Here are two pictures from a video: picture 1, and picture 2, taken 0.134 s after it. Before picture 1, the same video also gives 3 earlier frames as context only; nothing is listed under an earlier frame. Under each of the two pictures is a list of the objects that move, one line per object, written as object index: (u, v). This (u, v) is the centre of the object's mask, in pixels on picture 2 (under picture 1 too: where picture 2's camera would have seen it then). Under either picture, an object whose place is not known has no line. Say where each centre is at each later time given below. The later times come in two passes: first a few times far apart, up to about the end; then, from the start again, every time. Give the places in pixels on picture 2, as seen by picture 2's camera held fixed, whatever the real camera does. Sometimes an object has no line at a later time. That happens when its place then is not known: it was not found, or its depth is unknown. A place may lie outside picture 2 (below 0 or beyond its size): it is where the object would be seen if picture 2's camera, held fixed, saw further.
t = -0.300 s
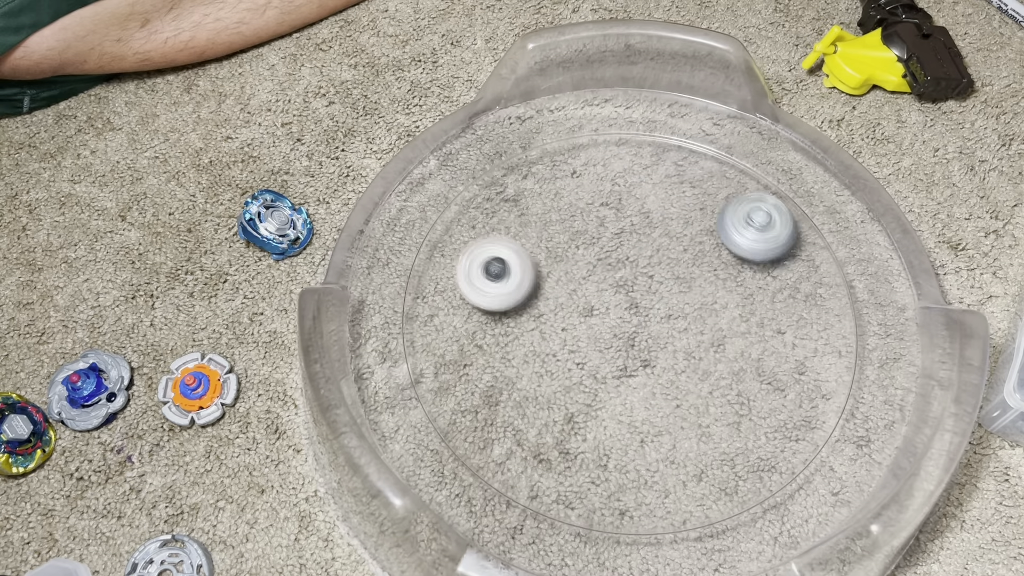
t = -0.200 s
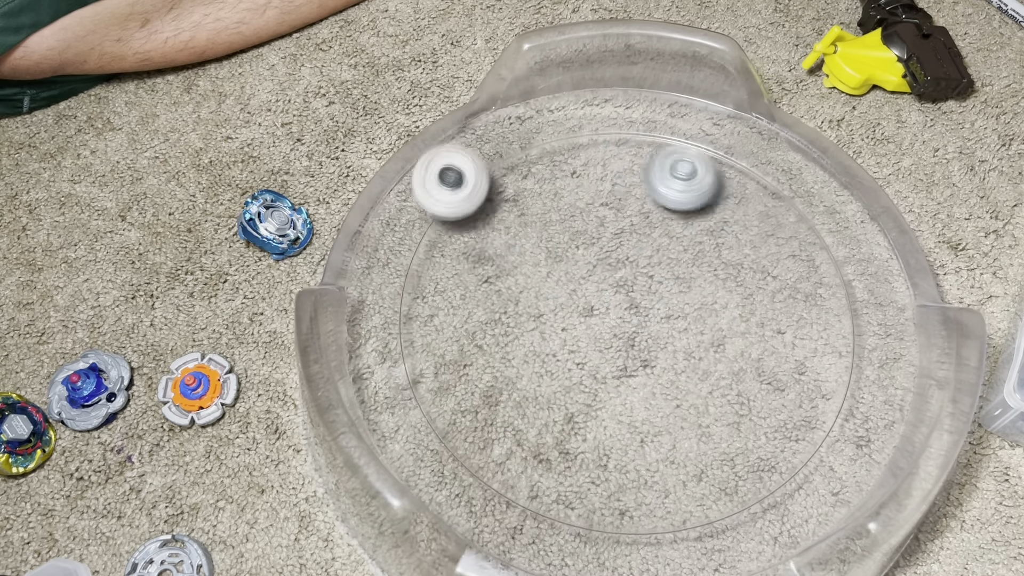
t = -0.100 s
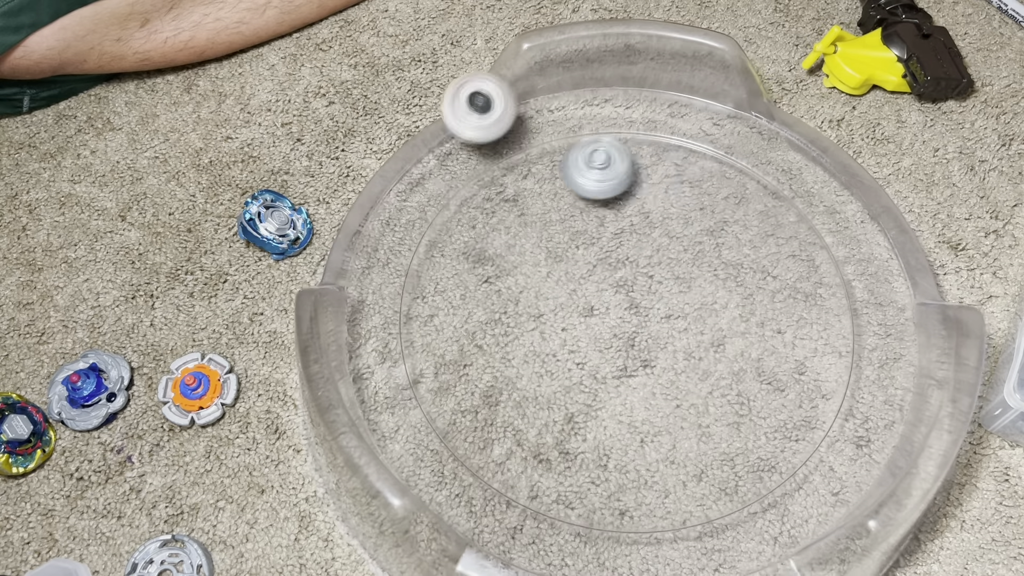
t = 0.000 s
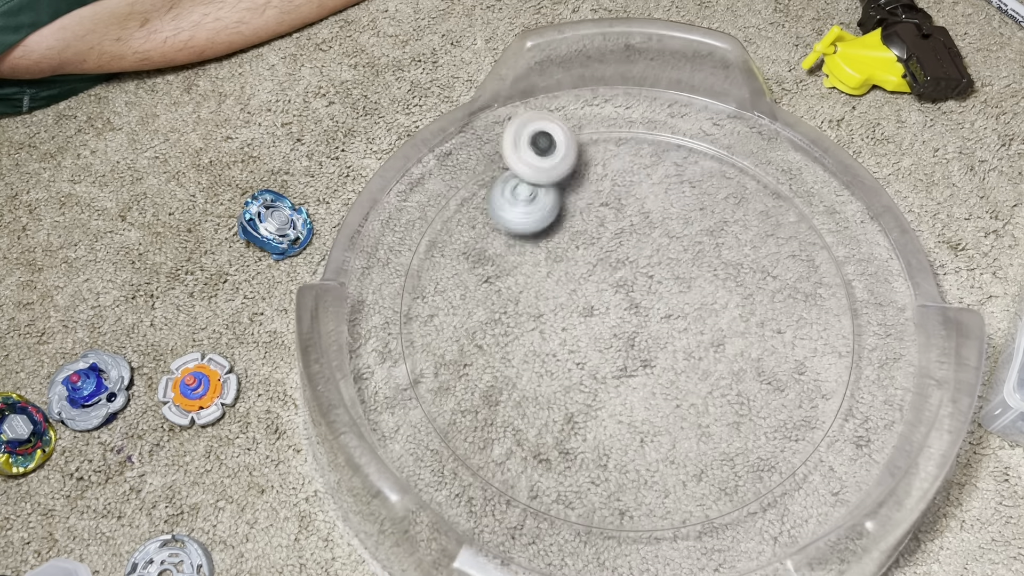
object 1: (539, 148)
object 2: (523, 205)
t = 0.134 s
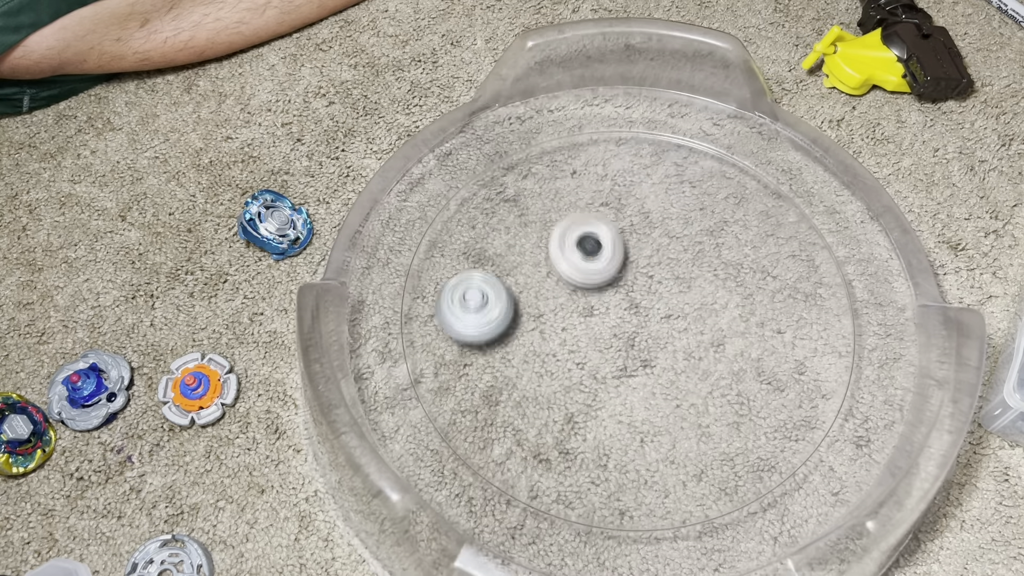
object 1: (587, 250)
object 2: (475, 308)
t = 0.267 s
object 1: (631, 296)
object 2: (441, 460)
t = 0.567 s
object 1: (855, 385)
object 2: (775, 380)
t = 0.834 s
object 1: (589, 511)
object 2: (734, 187)
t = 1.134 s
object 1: (588, 210)
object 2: (607, 135)
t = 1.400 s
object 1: (721, 393)
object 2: (552, 194)
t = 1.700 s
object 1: (489, 271)
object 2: (605, 340)
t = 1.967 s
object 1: (751, 264)
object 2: (739, 341)
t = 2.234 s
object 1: (809, 393)
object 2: (716, 367)
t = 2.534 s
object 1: (601, 409)
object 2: (644, 327)
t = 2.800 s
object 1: (665, 214)
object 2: (658, 338)
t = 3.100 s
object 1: (752, 397)
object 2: (652, 348)
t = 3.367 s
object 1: (501, 312)
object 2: (626, 329)
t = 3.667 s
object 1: (715, 229)
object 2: (606, 337)
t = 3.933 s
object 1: (617, 420)
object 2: (599, 340)
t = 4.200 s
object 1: (535, 240)
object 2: (598, 337)
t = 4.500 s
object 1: (727, 351)
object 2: (600, 327)
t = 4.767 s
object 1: (525, 367)
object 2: (604, 316)
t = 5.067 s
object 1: (681, 242)
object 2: (608, 306)
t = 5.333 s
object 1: (706, 431)
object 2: (615, 301)
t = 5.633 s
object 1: (527, 281)
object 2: (626, 299)
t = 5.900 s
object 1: (734, 240)
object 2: (634, 301)
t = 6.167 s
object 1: (676, 427)
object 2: (642, 305)
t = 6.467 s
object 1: (521, 249)
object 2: (648, 315)
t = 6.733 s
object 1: (723, 235)
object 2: (650, 323)
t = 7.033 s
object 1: (621, 427)
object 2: (648, 331)
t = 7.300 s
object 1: (501, 263)
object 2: (643, 338)
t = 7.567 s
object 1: (703, 239)
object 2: (636, 342)
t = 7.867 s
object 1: (654, 443)
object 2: (627, 343)
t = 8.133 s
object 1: (502, 305)
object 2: (618, 342)
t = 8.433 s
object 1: (711, 237)
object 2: (610, 337)
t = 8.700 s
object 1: (719, 421)
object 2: (606, 331)
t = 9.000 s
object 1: (514, 314)
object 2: (605, 322)
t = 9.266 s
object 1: (662, 202)
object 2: (607, 314)
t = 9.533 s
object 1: (748, 363)
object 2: (611, 308)
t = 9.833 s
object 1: (517, 360)
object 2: (619, 305)
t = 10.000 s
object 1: (522, 244)
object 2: (625, 305)
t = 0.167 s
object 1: (583, 289)
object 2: (477, 336)
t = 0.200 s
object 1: (571, 322)
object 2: (485, 362)
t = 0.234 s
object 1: (581, 322)
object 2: (475, 401)
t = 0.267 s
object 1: (631, 296)
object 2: (441, 460)
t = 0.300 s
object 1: (680, 279)
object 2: (482, 469)
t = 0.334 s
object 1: (727, 273)
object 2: (527, 482)
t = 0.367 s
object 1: (758, 267)
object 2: (574, 492)
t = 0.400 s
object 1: (778, 263)
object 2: (626, 483)
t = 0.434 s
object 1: (795, 268)
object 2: (672, 474)
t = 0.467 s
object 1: (808, 283)
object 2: (711, 456)
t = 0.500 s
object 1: (821, 308)
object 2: (741, 432)
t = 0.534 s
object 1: (837, 344)
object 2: (766, 407)
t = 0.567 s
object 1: (855, 385)
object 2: (775, 380)
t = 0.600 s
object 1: (869, 425)
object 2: (783, 352)
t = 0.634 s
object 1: (840, 457)
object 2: (787, 324)
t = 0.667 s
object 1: (811, 489)
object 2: (788, 296)
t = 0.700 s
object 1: (780, 514)
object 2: (784, 270)
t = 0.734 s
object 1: (735, 527)
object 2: (777, 246)
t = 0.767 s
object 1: (686, 534)
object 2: (765, 223)
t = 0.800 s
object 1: (637, 530)
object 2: (751, 204)
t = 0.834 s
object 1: (589, 511)
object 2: (734, 187)
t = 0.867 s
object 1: (547, 481)
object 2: (717, 172)
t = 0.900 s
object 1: (515, 441)
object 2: (700, 162)
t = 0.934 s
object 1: (493, 394)
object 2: (682, 154)
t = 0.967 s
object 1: (484, 344)
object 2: (664, 150)
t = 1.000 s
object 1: (491, 295)
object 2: (645, 147)
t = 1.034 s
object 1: (512, 252)
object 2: (626, 149)
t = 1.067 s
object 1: (547, 217)
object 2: (607, 154)
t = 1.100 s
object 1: (567, 208)
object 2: (605, 145)
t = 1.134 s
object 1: (588, 210)
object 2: (607, 135)
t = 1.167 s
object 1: (617, 209)
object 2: (604, 132)
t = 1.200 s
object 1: (653, 215)
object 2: (597, 135)
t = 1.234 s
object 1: (686, 228)
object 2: (588, 140)
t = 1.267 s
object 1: (716, 252)
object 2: (581, 147)
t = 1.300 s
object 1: (736, 283)
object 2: (574, 156)
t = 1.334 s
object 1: (745, 319)
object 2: (567, 166)
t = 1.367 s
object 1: (740, 358)
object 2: (560, 179)
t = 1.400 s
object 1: (721, 393)
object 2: (552, 194)
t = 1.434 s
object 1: (690, 421)
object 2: (547, 211)
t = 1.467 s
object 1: (650, 438)
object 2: (544, 230)
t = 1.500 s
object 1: (607, 440)
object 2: (545, 248)
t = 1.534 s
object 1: (563, 429)
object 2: (549, 267)
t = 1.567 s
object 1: (527, 407)
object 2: (555, 285)
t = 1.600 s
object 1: (498, 378)
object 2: (565, 301)
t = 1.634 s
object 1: (482, 343)
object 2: (576, 316)
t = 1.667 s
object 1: (479, 306)
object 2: (590, 329)
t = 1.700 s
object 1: (489, 271)
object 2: (605, 340)
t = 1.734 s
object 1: (509, 241)
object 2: (622, 349)
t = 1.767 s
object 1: (538, 220)
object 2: (640, 354)
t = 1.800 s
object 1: (572, 206)
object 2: (659, 357)
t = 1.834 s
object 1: (613, 202)
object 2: (678, 358)
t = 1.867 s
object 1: (651, 204)
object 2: (697, 356)
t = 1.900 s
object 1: (690, 216)
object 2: (713, 352)
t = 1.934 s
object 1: (726, 239)
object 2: (727, 346)
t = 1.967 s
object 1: (751, 264)
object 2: (739, 341)
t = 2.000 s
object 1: (775, 273)
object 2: (746, 349)
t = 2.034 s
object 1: (795, 287)
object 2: (747, 355)
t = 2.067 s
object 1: (811, 302)
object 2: (747, 358)
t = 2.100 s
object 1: (833, 315)
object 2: (740, 361)
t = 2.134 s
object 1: (856, 329)
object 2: (728, 367)
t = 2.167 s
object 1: (842, 352)
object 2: (721, 367)
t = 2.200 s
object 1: (824, 378)
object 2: (718, 368)
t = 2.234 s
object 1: (809, 393)
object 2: (716, 367)
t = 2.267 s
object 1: (788, 403)
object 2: (714, 364)
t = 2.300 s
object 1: (773, 417)
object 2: (708, 355)
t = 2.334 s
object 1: (770, 447)
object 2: (689, 341)
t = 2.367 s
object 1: (753, 469)
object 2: (676, 328)
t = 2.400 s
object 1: (727, 478)
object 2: (667, 320)
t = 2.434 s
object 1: (694, 477)
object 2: (659, 317)
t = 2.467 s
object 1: (659, 465)
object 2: (653, 317)
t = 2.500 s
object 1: (626, 441)
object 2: (648, 321)
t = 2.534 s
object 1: (601, 409)
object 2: (644, 327)
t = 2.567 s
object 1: (587, 374)
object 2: (644, 333)
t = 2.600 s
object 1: (573, 350)
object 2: (651, 331)
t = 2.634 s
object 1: (566, 323)
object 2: (657, 328)
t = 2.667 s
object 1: (569, 294)
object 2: (660, 329)
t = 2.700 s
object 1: (583, 265)
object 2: (661, 331)
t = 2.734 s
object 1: (605, 242)
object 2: (661, 334)
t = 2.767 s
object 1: (633, 225)
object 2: (659, 336)
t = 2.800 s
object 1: (665, 214)
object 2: (658, 338)
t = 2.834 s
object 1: (700, 210)
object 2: (657, 340)
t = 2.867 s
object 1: (735, 216)
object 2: (656, 341)
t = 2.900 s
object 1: (768, 230)
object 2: (655, 342)
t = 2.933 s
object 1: (792, 254)
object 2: (655, 343)
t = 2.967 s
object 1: (808, 282)
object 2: (655, 345)
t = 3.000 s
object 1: (813, 313)
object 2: (654, 347)
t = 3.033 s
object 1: (804, 345)
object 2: (653, 347)
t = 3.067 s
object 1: (783, 375)
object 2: (652, 347)
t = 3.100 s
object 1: (752, 397)
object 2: (652, 348)
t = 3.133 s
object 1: (711, 409)
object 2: (650, 349)
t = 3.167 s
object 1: (669, 411)
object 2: (647, 346)
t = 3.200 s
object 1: (632, 416)
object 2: (644, 338)
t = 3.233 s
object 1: (596, 412)
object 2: (639, 331)
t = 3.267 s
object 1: (562, 397)
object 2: (635, 328)
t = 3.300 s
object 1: (533, 373)
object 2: (632, 327)
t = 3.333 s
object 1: (511, 344)
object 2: (629, 328)
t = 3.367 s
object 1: (501, 312)
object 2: (626, 329)
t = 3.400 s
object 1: (502, 279)
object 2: (623, 330)
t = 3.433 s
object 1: (512, 249)
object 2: (620, 331)
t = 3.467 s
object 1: (531, 224)
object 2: (618, 332)
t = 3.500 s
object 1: (557, 205)
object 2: (615, 333)
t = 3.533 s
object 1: (588, 193)
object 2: (612, 334)
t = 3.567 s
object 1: (621, 189)
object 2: (610, 335)
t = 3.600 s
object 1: (655, 195)
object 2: (609, 336)
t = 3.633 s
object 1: (687, 207)
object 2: (607, 336)
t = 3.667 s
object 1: (715, 229)
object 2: (606, 337)
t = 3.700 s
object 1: (735, 255)
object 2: (604, 338)
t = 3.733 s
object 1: (746, 287)
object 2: (603, 338)
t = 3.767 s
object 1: (748, 319)
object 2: (602, 339)
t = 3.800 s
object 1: (739, 352)
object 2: (602, 339)
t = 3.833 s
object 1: (719, 380)
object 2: (601, 340)
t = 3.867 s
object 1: (690, 403)
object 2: (600, 340)
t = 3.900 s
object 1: (655, 417)
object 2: (600, 340)
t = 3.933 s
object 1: (617, 420)
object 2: (599, 340)
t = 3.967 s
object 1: (580, 414)
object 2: (599, 340)
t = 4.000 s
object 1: (546, 398)
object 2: (599, 340)
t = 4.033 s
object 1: (519, 375)
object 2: (599, 340)
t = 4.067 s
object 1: (502, 347)
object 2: (598, 339)
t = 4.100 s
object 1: (495, 316)
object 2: (598, 339)
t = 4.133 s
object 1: (499, 286)
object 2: (598, 338)
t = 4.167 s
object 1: (513, 261)
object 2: (598, 338)
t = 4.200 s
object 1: (535, 240)
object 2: (598, 337)
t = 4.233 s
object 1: (560, 226)
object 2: (598, 336)
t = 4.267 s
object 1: (590, 219)
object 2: (598, 335)
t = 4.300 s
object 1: (621, 219)
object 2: (598, 334)
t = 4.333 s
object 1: (653, 226)
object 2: (599, 333)
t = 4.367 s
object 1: (682, 243)
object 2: (599, 332)
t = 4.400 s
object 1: (705, 264)
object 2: (599, 330)
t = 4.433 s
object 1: (722, 291)
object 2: (600, 329)
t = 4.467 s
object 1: (729, 321)
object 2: (600, 328)
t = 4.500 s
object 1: (727, 351)
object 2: (600, 327)
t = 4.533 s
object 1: (715, 379)
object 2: (601, 325)
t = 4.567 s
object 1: (693, 403)
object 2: (601, 324)
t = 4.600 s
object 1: (665, 418)
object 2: (602, 322)
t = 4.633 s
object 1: (632, 426)
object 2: (602, 321)
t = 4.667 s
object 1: (599, 423)
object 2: (603, 320)
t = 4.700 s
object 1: (568, 411)
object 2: (603, 318)
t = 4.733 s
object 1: (542, 391)
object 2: (604, 317)
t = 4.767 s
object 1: (525, 367)
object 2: (604, 316)
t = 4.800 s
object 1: (517, 340)
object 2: (604, 315)
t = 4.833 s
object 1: (518, 314)
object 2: (605, 313)
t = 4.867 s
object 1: (526, 288)
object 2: (605, 312)
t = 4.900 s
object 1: (542, 266)
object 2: (606, 311)
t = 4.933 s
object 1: (564, 248)
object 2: (606, 309)
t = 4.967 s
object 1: (591, 238)
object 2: (606, 308)
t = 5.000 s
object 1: (621, 232)
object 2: (607, 307)
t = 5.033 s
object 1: (652, 234)
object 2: (607, 307)
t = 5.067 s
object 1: (681, 242)
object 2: (608, 306)
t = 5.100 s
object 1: (709, 257)
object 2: (609, 305)
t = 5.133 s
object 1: (732, 277)
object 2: (610, 304)
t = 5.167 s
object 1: (749, 301)
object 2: (610, 303)
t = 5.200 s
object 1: (759, 329)
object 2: (611, 303)
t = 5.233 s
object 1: (760, 359)
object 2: (612, 302)
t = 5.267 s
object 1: (752, 387)
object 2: (613, 301)
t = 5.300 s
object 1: (733, 412)
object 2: (614, 301)
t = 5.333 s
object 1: (706, 431)
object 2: (615, 301)
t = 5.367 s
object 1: (673, 443)
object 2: (616, 300)
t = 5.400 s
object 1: (637, 444)
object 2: (617, 300)
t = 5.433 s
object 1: (600, 436)
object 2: (619, 300)
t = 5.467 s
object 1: (569, 419)
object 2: (620, 300)
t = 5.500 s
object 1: (543, 395)
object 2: (621, 299)
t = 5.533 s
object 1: (527, 366)
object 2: (622, 299)
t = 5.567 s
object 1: (519, 337)
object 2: (624, 299)
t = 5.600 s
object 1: (519, 308)
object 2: (625, 299)
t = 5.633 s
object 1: (527, 281)
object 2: (626, 299)
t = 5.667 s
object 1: (542, 256)
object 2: (627, 299)
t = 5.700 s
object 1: (563, 236)
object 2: (628, 299)
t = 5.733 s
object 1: (588, 221)
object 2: (629, 299)
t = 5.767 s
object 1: (617, 211)
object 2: (630, 300)
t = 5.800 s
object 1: (647, 208)
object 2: (631, 300)
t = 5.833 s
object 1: (678, 212)
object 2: (632, 300)
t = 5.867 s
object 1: (708, 223)
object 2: (633, 300)
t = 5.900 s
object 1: (734, 240)
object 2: (634, 301)
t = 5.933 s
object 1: (754, 261)
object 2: (636, 301)
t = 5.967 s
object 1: (769, 288)
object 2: (637, 301)
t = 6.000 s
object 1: (775, 317)
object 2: (638, 302)
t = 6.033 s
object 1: (772, 347)
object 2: (639, 302)
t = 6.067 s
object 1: (759, 375)
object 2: (639, 303)
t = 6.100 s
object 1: (738, 399)
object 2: (640, 304)
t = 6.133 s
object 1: (709, 417)
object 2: (641, 305)
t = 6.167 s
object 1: (676, 427)
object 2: (642, 305)
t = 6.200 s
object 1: (640, 430)
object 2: (643, 306)
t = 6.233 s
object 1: (604, 422)
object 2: (644, 308)
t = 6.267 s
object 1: (572, 407)
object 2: (645, 308)
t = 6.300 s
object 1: (545, 386)
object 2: (645, 309)
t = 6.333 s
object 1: (525, 359)
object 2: (646, 310)
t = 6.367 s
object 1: (513, 332)
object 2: (646, 311)
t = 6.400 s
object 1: (508, 303)
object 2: (647, 312)
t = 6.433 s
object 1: (511, 276)
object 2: (648, 313)
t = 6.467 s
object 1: (521, 249)
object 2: (648, 315)
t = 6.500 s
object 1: (538, 228)
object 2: (649, 316)
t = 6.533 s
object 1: (560, 210)
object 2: (649, 317)
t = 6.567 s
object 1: (587, 197)
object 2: (649, 318)
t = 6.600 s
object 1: (617, 192)
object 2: (650, 318)
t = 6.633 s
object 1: (645, 193)
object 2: (650, 320)
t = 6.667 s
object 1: (674, 200)
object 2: (650, 321)
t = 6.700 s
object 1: (701, 216)
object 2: (650, 321)
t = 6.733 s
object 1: (723, 235)
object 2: (650, 323)
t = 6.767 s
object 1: (740, 259)
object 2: (650, 323)
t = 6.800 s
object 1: (751, 286)
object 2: (650, 324)
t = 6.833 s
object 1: (754, 316)
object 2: (650, 325)
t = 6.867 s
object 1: (749, 345)
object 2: (650, 326)
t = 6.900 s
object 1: (735, 372)
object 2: (650, 327)
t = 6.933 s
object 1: (715, 395)
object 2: (649, 328)
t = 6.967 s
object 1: (687, 414)
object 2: (649, 329)
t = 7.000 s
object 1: (655, 423)
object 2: (649, 330)
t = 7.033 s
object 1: (621, 427)
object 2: (648, 331)
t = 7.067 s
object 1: (587, 422)
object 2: (648, 332)
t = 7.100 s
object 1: (556, 409)
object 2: (647, 333)
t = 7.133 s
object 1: (530, 390)
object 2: (647, 334)
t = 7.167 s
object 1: (509, 368)
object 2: (646, 334)
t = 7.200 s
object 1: (496, 342)
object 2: (646, 335)
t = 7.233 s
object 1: (490, 315)
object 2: (645, 336)
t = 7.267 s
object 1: (492, 288)
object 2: (644, 337)
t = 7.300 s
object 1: (501, 263)
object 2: (643, 338)
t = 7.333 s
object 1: (517, 241)
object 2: (643, 338)
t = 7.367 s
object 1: (538, 224)
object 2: (642, 339)
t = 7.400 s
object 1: (564, 212)
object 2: (641, 340)
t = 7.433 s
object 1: (593, 205)
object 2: (640, 340)
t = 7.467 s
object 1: (623, 205)
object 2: (639, 341)
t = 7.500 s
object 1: (651, 211)
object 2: (638, 341)
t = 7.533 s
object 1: (678, 223)
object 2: (637, 342)
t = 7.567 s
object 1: (703, 239)
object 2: (636, 342)
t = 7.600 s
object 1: (724, 260)
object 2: (635, 343)
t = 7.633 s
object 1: (739, 285)
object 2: (634, 343)
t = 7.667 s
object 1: (749, 312)
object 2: (633, 343)
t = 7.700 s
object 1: (751, 341)
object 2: (632, 343)
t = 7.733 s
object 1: (745, 369)
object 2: (631, 343)
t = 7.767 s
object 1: (732, 395)
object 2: (630, 343)
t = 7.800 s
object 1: (712, 417)
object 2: (629, 344)
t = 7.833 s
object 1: (685, 434)
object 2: (628, 344)
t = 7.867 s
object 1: (654, 443)
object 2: (627, 343)
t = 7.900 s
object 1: (621, 446)
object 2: (626, 343)
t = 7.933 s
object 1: (589, 440)
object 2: (624, 343)
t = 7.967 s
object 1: (560, 427)
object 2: (623, 343)
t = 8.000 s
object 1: (535, 408)
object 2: (622, 343)
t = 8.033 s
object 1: (516, 385)
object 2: (621, 343)
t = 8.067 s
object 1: (503, 359)
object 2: (620, 343)
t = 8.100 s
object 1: (499, 333)
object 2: (619, 342)
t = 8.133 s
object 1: (502, 305)
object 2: (618, 342)
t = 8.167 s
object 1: (511, 281)
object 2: (617, 342)
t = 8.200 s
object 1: (527, 259)
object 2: (616, 341)
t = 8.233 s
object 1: (548, 242)
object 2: (615, 341)
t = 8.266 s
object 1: (572, 228)
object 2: (614, 340)
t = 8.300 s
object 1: (600, 219)
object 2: (614, 340)
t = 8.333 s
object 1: (628, 216)
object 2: (613, 339)
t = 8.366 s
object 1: (657, 218)
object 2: (612, 338)
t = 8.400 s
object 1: (685, 225)
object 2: (611, 338)
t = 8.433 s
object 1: (711, 237)
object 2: (610, 337)
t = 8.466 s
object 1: (733, 254)
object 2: (609, 336)
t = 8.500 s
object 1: (752, 276)
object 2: (608, 336)
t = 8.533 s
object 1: (765, 301)
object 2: (608, 335)
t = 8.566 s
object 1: (771, 326)
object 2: (608, 334)
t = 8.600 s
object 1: (770, 354)
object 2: (607, 333)
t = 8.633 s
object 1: (760, 380)
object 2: (607, 332)
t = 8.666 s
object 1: (742, 403)
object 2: (606, 331)
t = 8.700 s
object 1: (719, 421)
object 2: (606, 331)
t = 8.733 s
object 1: (690, 433)
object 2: (606, 330)
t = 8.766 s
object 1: (658, 439)
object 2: (605, 329)
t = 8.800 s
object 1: (625, 436)
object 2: (605, 328)
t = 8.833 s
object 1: (594, 426)
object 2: (605, 327)
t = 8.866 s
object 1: (567, 410)
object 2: (605, 326)
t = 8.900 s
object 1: (544, 390)
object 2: (605, 325)
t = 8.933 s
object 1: (527, 366)
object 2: (605, 324)
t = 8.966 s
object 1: (517, 341)
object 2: (605, 323)
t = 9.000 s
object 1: (514, 314)
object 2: (605, 322)
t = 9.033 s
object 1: (517, 288)
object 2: (605, 321)
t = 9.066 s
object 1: (526, 264)
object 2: (605, 320)
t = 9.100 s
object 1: (541, 243)
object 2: (605, 319)
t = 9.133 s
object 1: (559, 225)
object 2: (605, 318)
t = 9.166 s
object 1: (583, 213)
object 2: (606, 317)
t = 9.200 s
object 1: (608, 204)
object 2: (606, 316)
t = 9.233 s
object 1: (634, 201)
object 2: (606, 315)
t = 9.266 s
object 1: (662, 202)
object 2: (607, 314)
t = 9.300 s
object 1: (688, 209)
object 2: (607, 313)
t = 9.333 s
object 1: (712, 222)
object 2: (607, 312)
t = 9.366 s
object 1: (733, 239)
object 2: (608, 311)
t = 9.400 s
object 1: (748, 261)
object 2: (608, 310)
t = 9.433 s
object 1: (759, 285)
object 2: (609, 310)
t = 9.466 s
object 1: (762, 311)
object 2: (610, 309)
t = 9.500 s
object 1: (758, 337)
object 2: (610, 309)
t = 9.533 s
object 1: (748, 363)
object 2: (611, 308)
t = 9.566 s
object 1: (730, 385)
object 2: (611, 307)
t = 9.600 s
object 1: (707, 401)
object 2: (612, 307)
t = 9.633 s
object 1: (678, 415)
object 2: (613, 307)
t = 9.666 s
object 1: (647, 420)
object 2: (614, 306)
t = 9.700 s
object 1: (616, 418)
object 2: (615, 306)
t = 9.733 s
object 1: (586, 412)
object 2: (616, 306)
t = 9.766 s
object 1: (558, 399)
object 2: (617, 305)
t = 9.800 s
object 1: (535, 381)
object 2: (618, 305)
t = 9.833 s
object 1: (517, 360)
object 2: (619, 305)
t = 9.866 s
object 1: (506, 337)
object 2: (620, 305)
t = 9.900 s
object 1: (500, 312)
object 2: (621, 305)
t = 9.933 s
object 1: (502, 287)
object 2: (622, 305)
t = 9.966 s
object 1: (509, 265)
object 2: (624, 304)
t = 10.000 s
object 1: (522, 244)
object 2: (625, 305)
